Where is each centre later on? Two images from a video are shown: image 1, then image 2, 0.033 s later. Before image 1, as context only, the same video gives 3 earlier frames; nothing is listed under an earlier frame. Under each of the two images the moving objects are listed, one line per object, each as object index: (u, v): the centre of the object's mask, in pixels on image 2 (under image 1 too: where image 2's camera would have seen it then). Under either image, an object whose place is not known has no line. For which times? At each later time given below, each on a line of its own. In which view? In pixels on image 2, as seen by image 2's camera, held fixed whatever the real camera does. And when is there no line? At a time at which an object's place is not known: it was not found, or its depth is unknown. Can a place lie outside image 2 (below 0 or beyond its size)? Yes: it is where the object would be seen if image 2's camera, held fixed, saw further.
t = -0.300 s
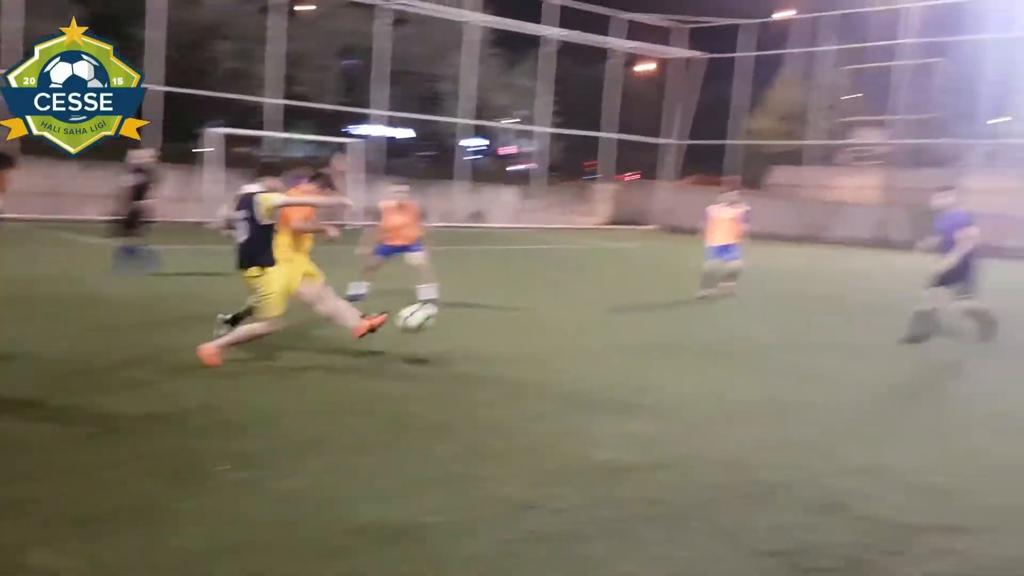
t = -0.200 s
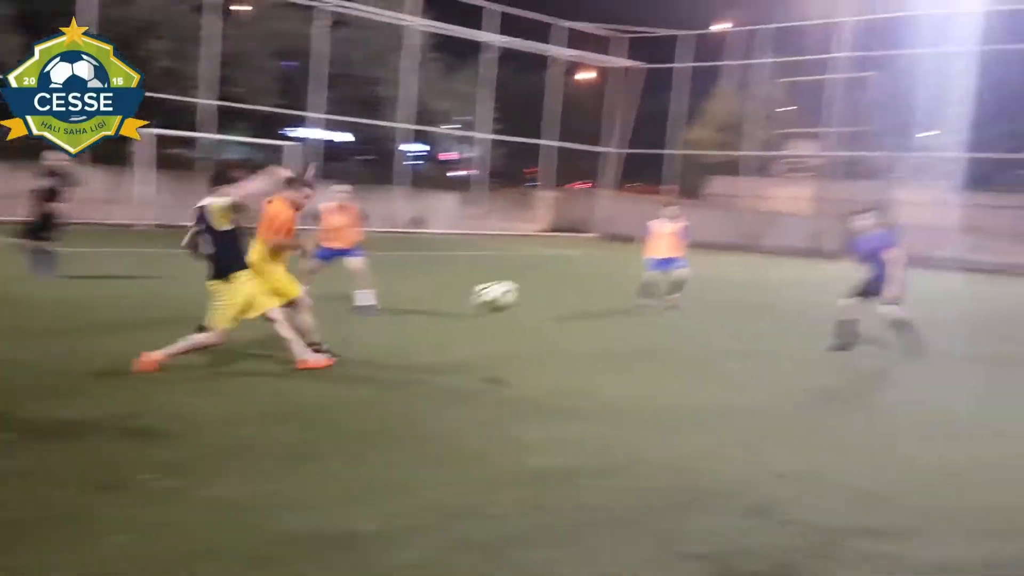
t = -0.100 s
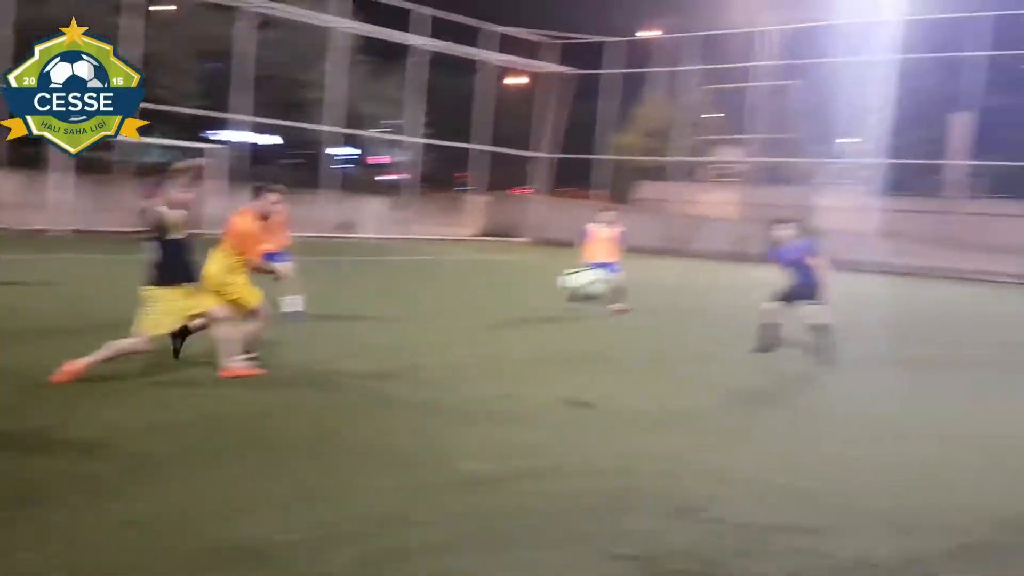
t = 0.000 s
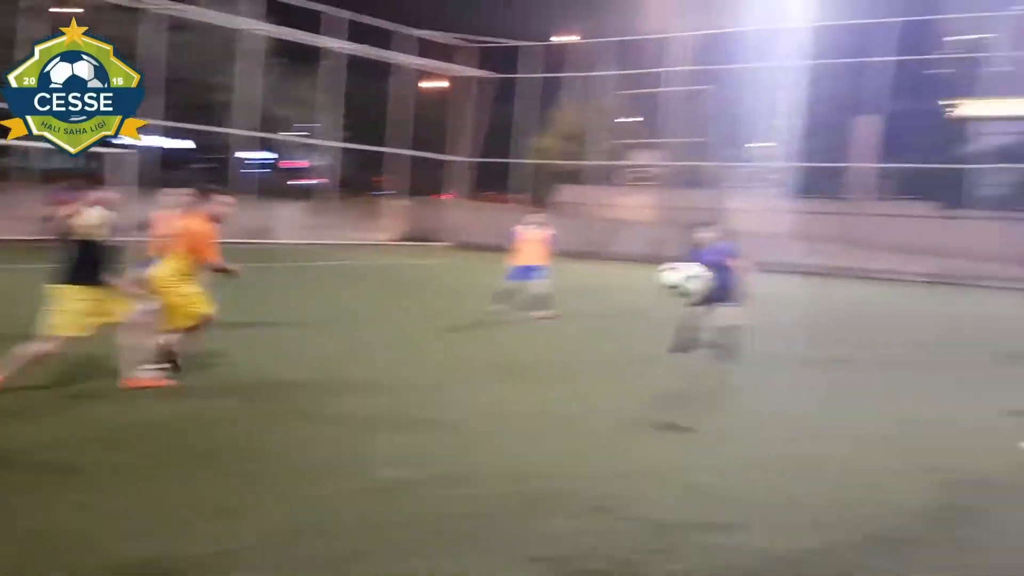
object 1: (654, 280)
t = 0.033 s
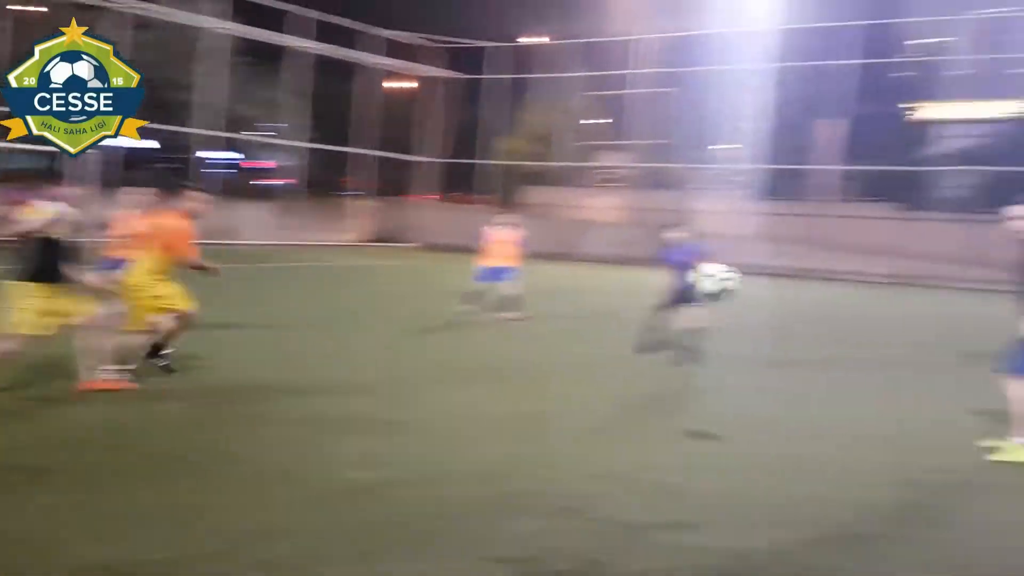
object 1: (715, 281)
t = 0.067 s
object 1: (773, 282)
